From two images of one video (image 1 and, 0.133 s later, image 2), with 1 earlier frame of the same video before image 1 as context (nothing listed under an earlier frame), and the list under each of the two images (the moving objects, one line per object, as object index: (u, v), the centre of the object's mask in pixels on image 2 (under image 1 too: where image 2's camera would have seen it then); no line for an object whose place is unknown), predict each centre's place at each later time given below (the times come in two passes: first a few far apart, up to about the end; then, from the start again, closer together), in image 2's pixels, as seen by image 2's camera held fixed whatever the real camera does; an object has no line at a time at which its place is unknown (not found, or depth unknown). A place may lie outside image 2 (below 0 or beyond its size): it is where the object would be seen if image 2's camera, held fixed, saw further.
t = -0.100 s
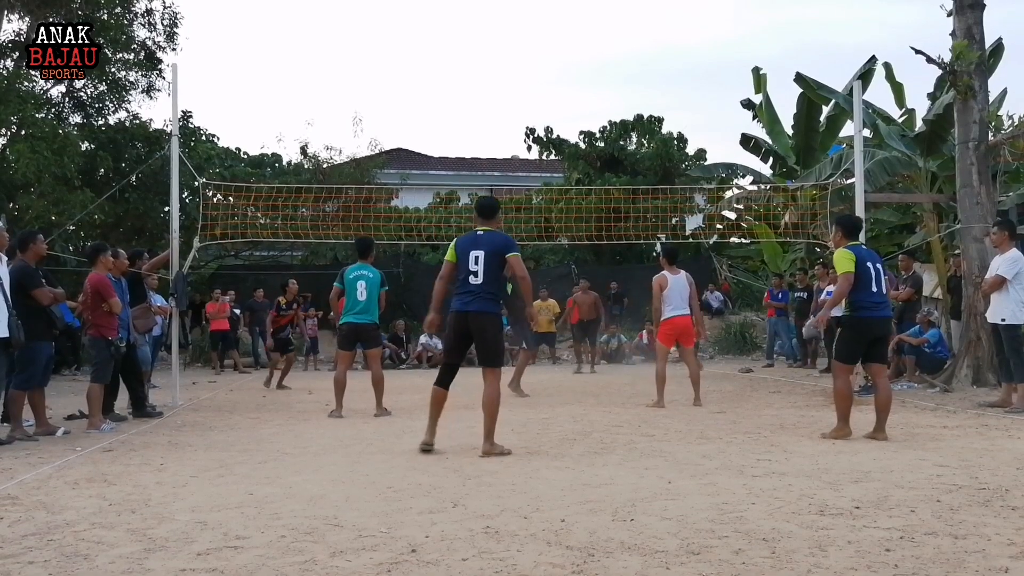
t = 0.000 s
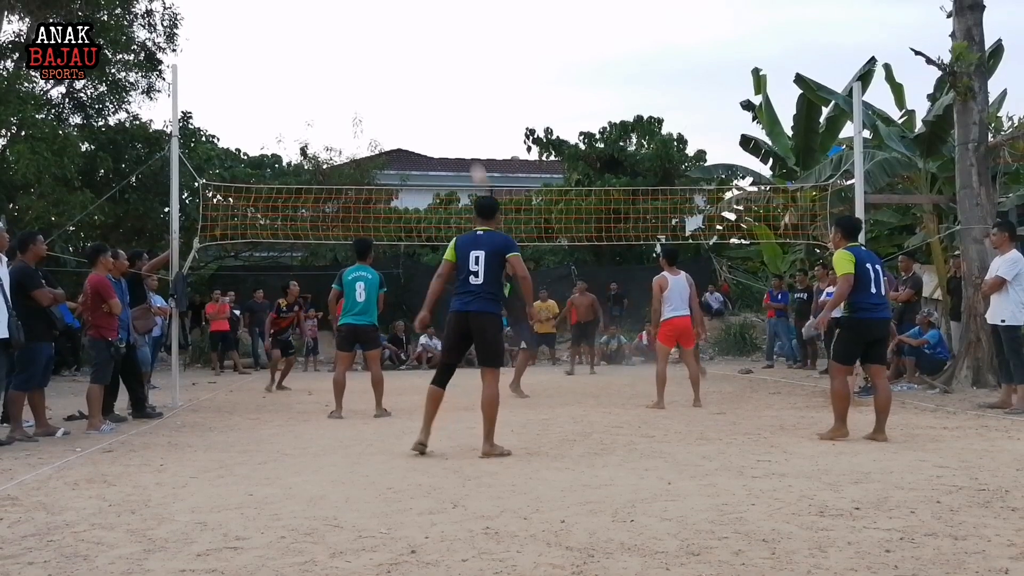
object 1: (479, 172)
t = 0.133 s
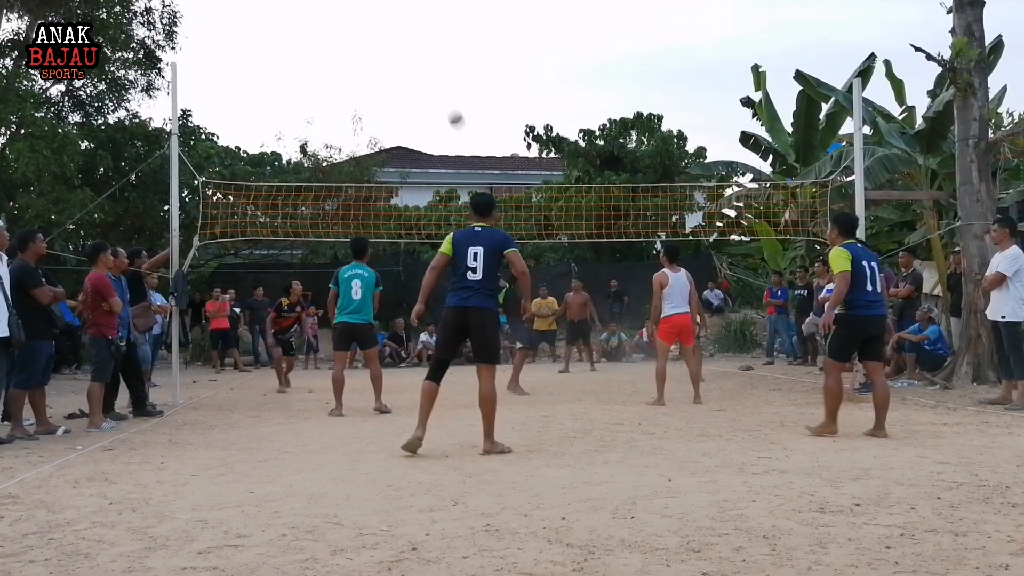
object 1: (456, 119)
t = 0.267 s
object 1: (433, 79)
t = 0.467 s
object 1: (399, 46)
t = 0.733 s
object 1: (353, 52)
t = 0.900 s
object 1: (324, 86)
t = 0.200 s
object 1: (444, 96)
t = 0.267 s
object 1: (433, 79)
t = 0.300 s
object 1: (427, 71)
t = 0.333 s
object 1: (422, 64)
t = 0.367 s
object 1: (416, 58)
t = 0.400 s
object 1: (410, 53)
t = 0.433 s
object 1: (405, 49)
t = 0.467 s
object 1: (399, 46)
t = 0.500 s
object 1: (394, 43)
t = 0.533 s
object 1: (388, 42)
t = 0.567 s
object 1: (382, 41)
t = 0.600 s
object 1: (376, 42)
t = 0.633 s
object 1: (371, 43)
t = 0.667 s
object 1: (365, 45)
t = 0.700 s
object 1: (359, 48)
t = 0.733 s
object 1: (353, 52)
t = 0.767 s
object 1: (347, 56)
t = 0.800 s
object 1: (342, 62)
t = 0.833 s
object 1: (336, 69)
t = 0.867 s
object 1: (330, 77)
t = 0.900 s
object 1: (324, 86)
